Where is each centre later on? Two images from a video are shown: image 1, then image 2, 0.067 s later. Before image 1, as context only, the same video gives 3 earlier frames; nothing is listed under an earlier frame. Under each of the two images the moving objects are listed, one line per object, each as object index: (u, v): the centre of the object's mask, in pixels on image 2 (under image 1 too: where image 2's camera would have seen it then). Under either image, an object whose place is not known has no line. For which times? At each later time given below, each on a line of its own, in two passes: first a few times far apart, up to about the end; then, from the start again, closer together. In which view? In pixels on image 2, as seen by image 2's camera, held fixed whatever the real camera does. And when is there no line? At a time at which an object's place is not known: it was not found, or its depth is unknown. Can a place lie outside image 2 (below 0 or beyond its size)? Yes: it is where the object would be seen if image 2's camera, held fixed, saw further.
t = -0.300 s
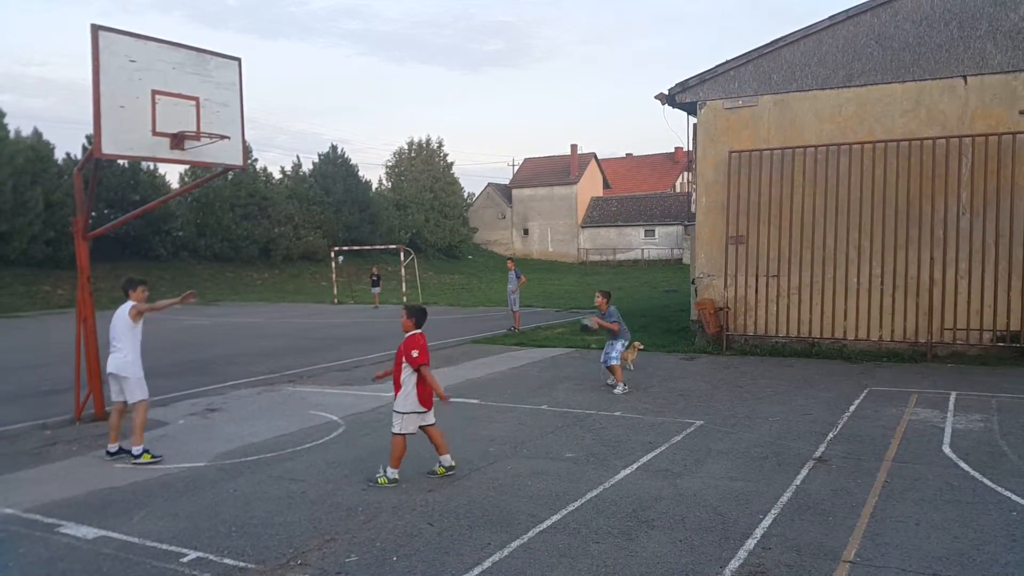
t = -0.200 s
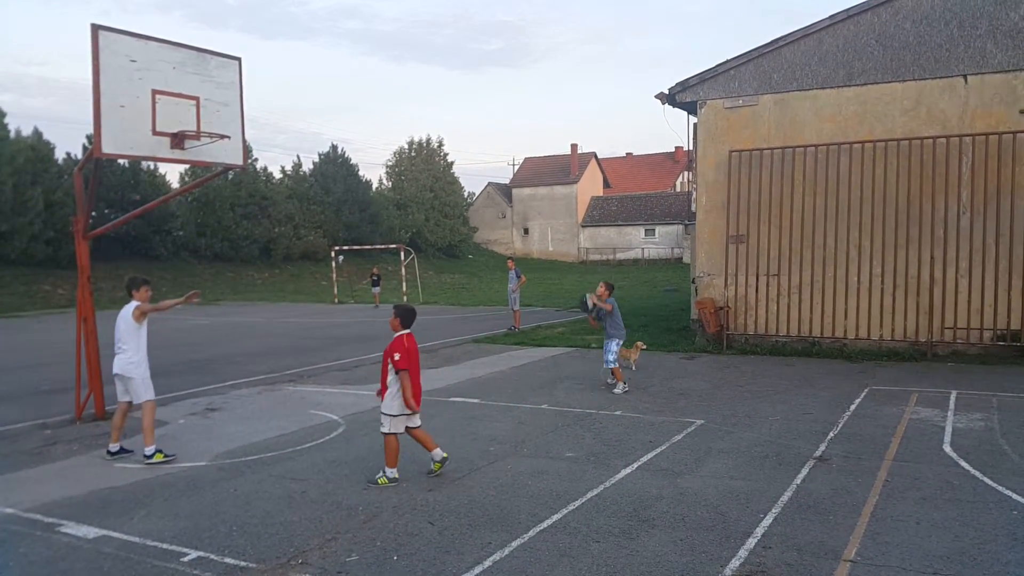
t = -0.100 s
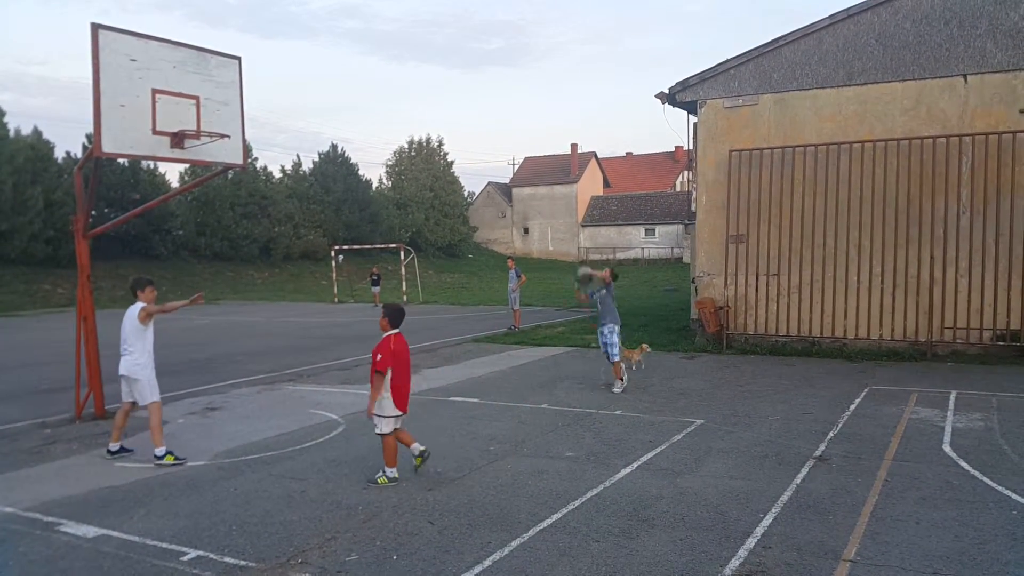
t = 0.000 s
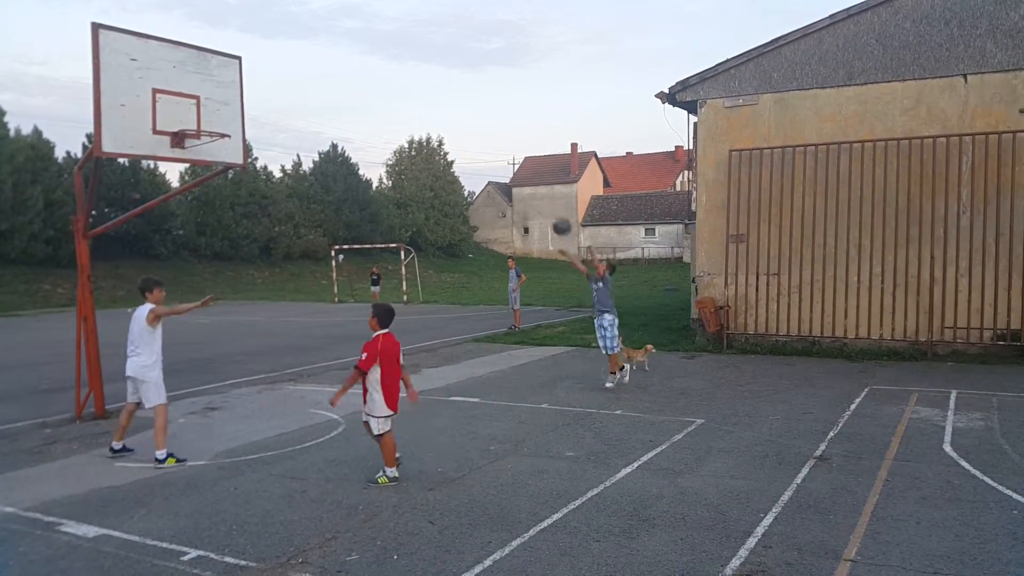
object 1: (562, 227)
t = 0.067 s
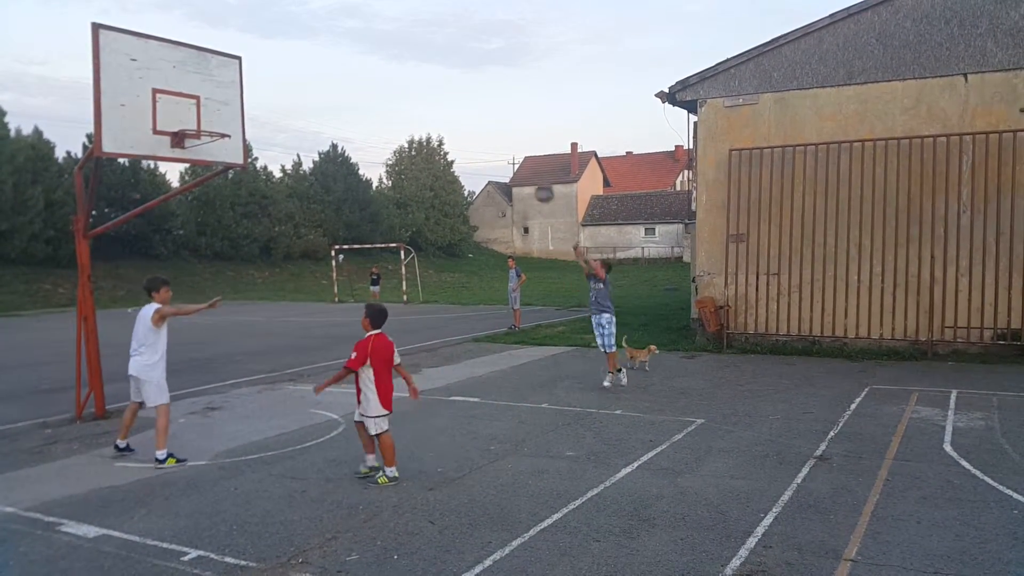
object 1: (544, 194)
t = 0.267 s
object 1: (488, 110)
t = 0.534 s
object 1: (407, 42)
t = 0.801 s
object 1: (319, 37)
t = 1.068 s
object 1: (227, 101)
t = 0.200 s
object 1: (507, 135)
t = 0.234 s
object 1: (497, 122)
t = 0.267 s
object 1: (488, 110)
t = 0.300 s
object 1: (478, 98)
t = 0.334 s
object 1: (468, 88)
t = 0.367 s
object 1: (458, 79)
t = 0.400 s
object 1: (448, 69)
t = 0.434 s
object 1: (438, 62)
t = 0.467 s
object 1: (427, 54)
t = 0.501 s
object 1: (417, 48)
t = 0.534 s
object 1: (407, 42)
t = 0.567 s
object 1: (396, 38)
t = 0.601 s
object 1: (385, 35)
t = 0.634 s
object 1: (374, 33)
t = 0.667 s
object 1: (364, 31)
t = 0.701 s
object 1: (353, 31)
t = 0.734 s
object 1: (342, 32)
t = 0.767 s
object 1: (331, 34)
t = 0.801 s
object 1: (319, 37)
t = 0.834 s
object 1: (308, 41)
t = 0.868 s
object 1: (297, 46)
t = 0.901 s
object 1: (285, 52)
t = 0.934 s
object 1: (274, 60)
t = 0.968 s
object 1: (262, 68)
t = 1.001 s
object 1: (251, 78)
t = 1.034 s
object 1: (239, 89)
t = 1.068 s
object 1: (227, 101)
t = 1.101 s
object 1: (216, 115)
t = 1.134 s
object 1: (204, 129)
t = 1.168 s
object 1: (197, 135)
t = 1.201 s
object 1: (191, 142)
